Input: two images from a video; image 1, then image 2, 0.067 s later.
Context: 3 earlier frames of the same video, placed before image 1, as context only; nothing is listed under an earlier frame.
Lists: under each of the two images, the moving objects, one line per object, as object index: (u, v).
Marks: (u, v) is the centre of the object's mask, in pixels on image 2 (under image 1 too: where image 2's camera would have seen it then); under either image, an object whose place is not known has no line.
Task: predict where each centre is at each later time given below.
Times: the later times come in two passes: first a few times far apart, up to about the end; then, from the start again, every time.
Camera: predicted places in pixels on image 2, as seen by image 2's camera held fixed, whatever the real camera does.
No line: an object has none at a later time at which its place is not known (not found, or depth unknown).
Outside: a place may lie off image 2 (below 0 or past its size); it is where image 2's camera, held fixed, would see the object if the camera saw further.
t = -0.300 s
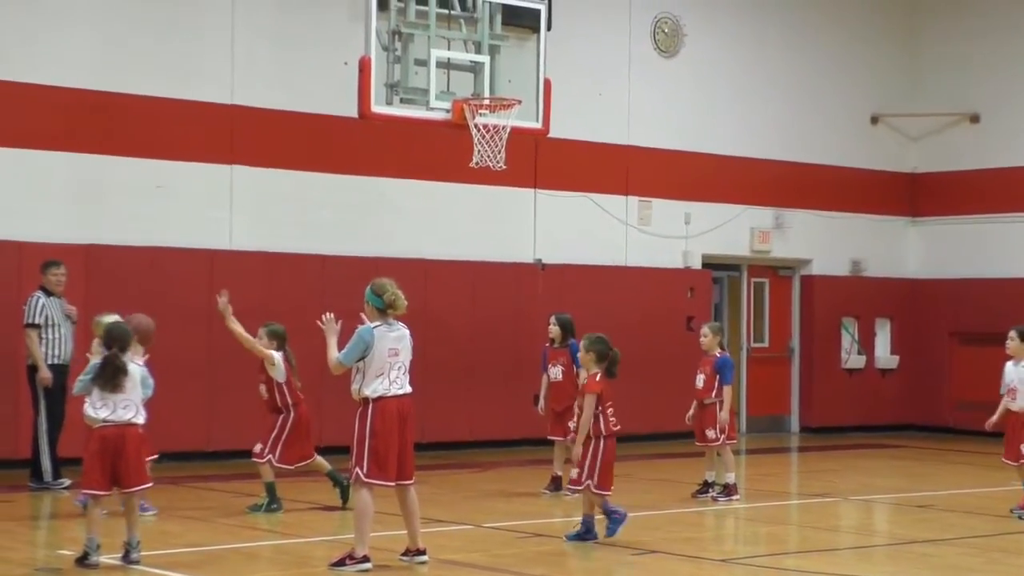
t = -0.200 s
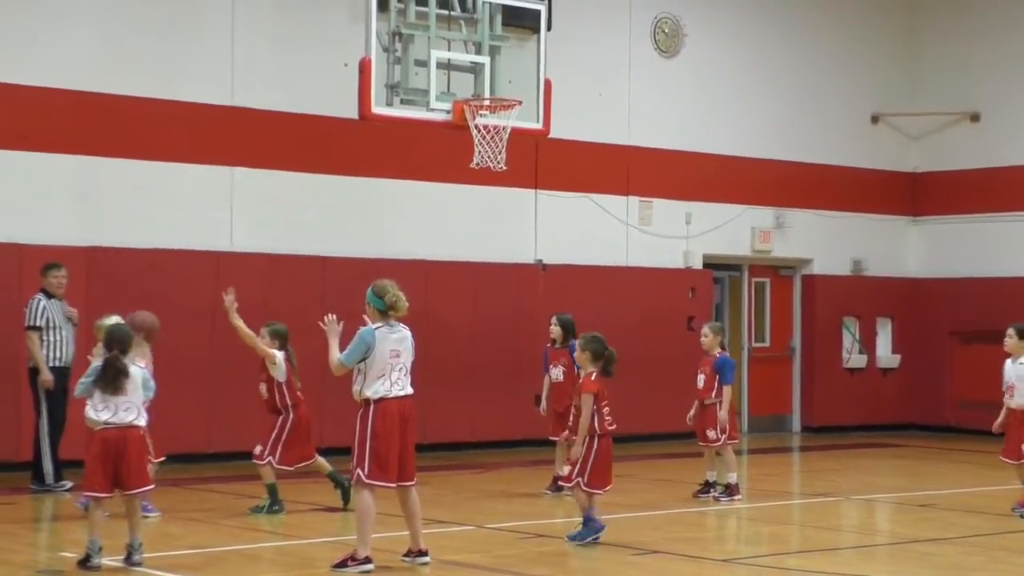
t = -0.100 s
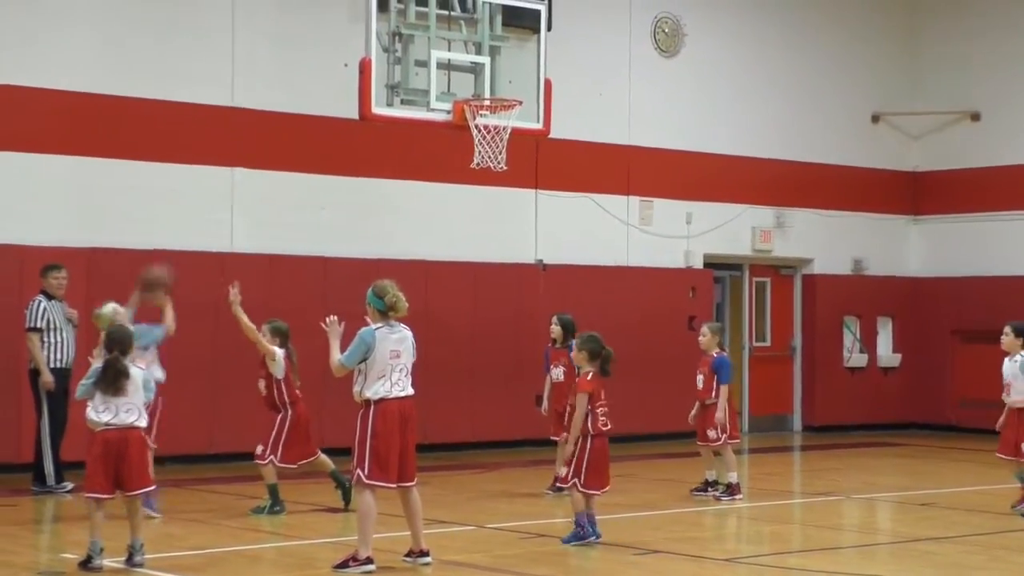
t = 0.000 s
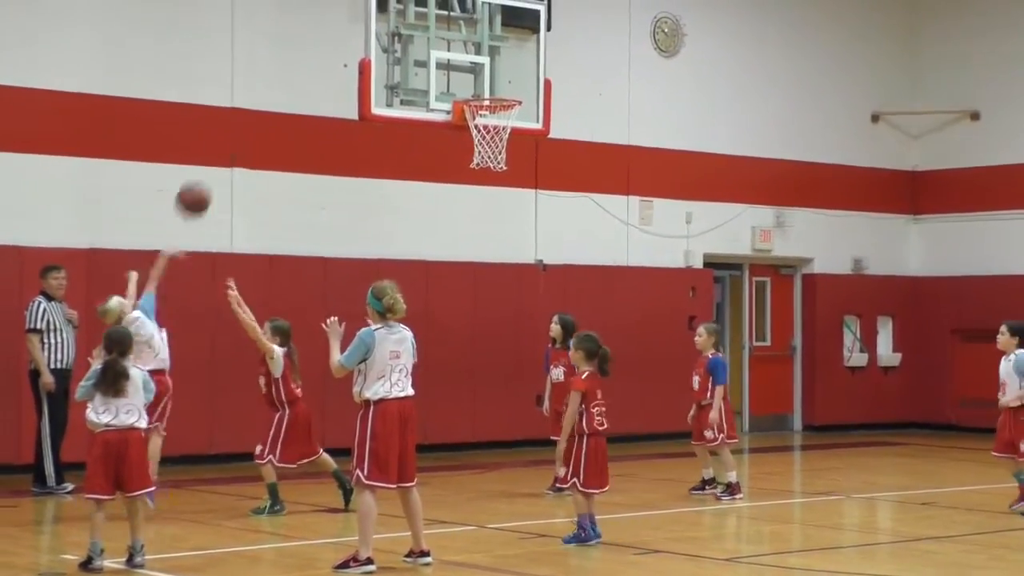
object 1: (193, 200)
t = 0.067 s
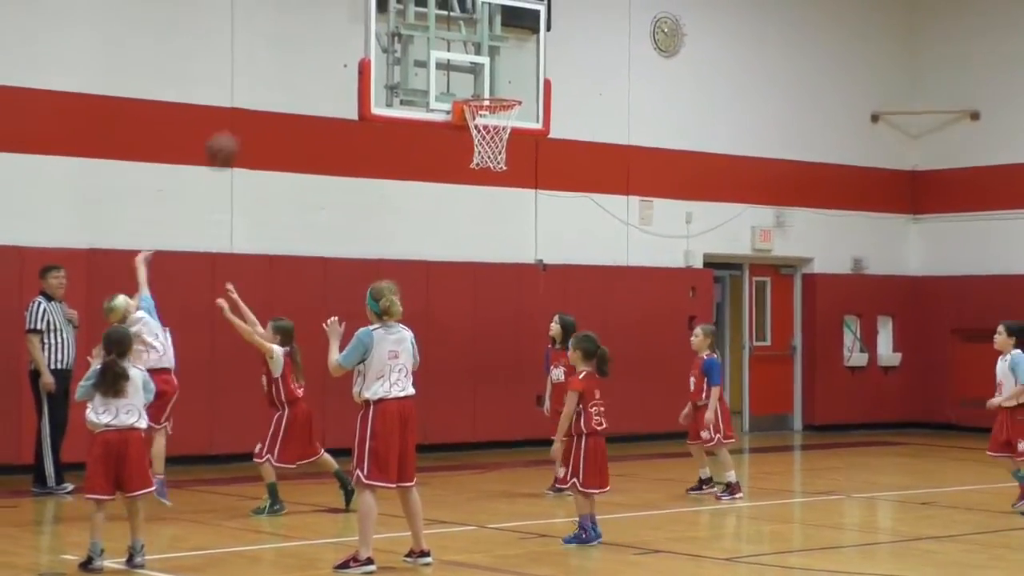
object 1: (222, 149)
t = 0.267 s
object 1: (298, 47)
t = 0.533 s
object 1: (391, 8)
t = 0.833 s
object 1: (484, 63)
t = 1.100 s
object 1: (483, 131)
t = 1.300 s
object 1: (491, 205)
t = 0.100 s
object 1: (235, 129)
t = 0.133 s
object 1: (246, 109)
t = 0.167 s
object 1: (261, 91)
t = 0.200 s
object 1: (273, 75)
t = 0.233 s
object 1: (286, 60)
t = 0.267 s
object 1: (298, 47)
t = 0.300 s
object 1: (311, 36)
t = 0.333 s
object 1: (323, 27)
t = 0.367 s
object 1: (335, 19)
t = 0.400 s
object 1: (346, 13)
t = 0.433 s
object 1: (357, 11)
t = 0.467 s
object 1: (370, 9)
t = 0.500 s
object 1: (380, 8)
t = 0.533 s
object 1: (391, 8)
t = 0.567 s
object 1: (402, 9)
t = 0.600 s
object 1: (413, 10)
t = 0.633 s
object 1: (424, 12)
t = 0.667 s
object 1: (435, 15)
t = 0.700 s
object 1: (444, 22)
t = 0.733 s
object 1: (454, 29)
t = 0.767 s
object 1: (465, 40)
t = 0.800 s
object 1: (473, 50)
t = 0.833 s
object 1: (484, 63)
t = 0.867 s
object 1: (494, 76)
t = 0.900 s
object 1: (503, 88)
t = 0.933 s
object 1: (503, 100)
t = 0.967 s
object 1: (493, 106)
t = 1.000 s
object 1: (485, 114)
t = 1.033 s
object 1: (485, 119)
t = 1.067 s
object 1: (483, 123)
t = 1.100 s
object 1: (483, 131)
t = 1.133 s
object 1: (483, 140)
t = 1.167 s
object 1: (480, 154)
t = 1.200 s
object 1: (486, 168)
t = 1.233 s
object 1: (489, 175)
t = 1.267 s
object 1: (490, 190)
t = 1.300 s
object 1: (491, 205)
